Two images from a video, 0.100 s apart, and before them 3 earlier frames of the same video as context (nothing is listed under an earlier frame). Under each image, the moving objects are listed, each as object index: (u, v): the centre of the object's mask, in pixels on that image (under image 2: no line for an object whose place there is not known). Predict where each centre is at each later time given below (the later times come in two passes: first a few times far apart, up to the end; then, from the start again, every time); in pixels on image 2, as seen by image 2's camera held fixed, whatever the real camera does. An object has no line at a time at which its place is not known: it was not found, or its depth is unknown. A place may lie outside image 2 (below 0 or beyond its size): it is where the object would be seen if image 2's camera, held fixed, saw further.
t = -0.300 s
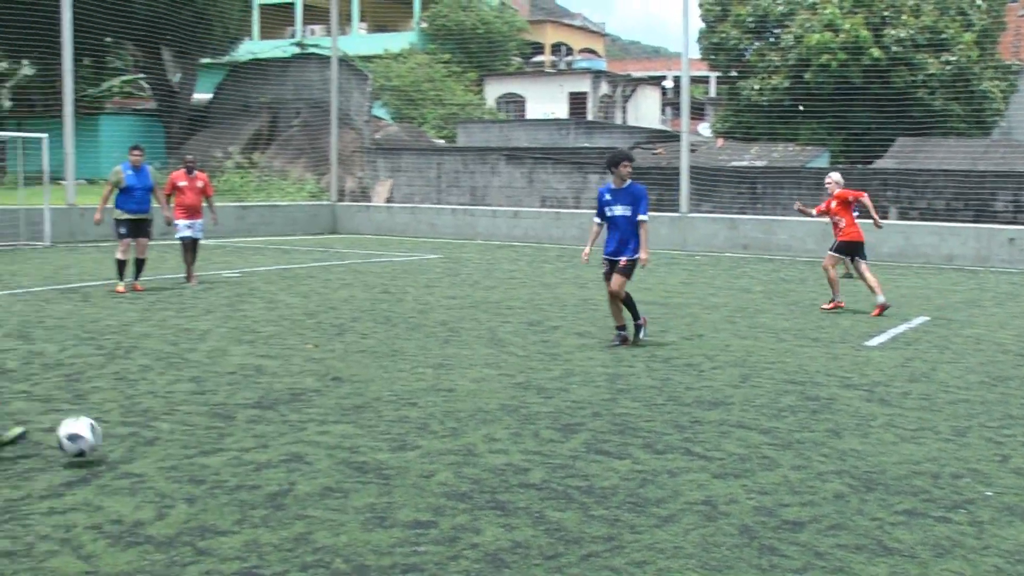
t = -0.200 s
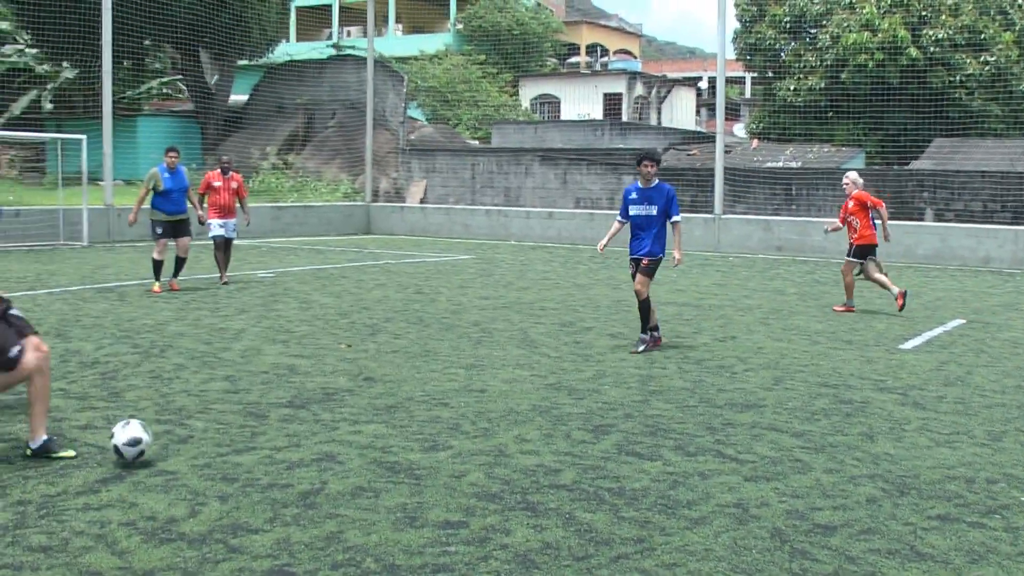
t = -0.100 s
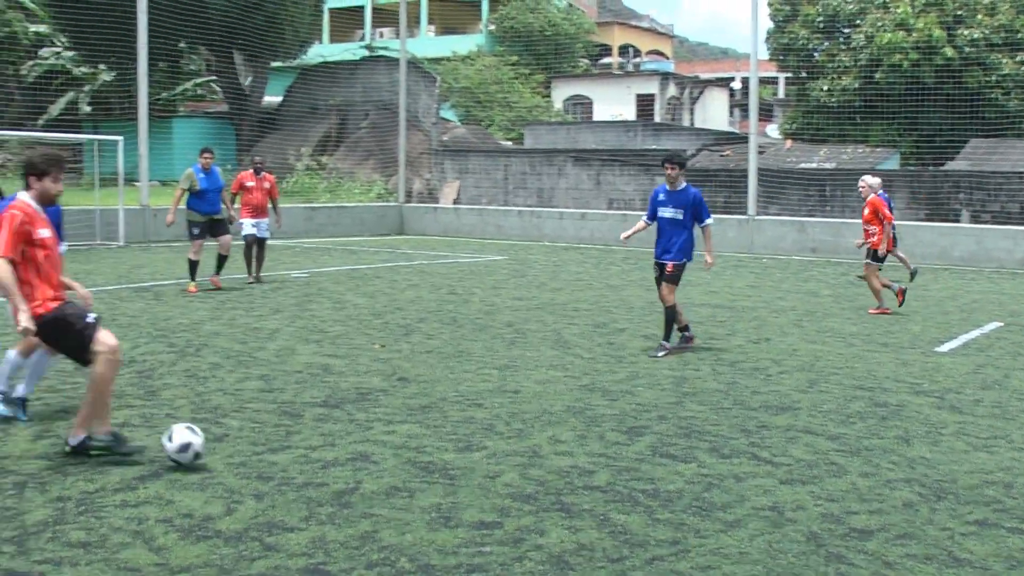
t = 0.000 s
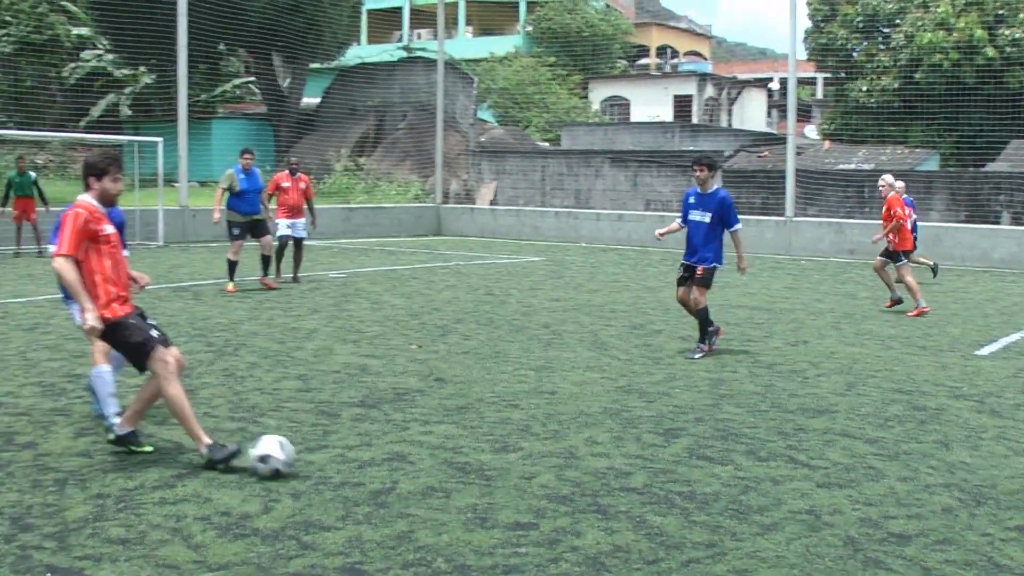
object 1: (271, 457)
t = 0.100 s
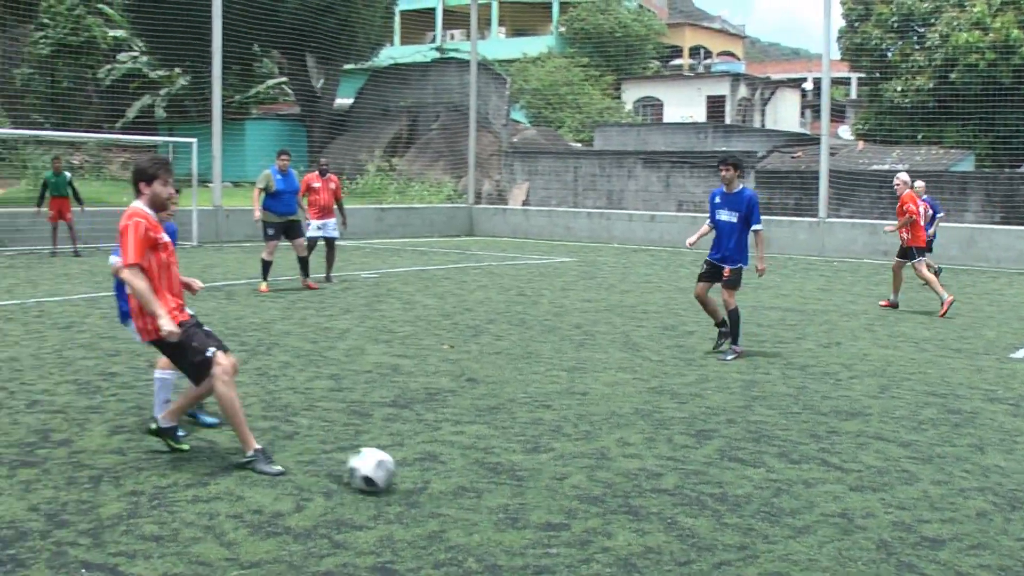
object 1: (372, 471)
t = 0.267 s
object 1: (479, 492)
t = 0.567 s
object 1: (696, 539)
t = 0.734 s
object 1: (838, 561)
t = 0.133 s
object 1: (395, 477)
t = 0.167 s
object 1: (415, 478)
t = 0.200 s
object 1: (437, 482)
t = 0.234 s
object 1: (458, 489)
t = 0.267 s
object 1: (479, 492)
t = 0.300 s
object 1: (501, 496)
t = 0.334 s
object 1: (523, 501)
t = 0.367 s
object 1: (548, 508)
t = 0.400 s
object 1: (569, 510)
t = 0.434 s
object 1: (593, 516)
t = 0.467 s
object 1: (617, 523)
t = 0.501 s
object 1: (643, 528)
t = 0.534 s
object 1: (670, 532)
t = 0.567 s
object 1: (696, 539)
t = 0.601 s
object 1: (724, 543)
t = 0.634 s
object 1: (751, 549)
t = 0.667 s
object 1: (778, 553)
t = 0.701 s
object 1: (807, 557)
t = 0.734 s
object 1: (838, 561)
